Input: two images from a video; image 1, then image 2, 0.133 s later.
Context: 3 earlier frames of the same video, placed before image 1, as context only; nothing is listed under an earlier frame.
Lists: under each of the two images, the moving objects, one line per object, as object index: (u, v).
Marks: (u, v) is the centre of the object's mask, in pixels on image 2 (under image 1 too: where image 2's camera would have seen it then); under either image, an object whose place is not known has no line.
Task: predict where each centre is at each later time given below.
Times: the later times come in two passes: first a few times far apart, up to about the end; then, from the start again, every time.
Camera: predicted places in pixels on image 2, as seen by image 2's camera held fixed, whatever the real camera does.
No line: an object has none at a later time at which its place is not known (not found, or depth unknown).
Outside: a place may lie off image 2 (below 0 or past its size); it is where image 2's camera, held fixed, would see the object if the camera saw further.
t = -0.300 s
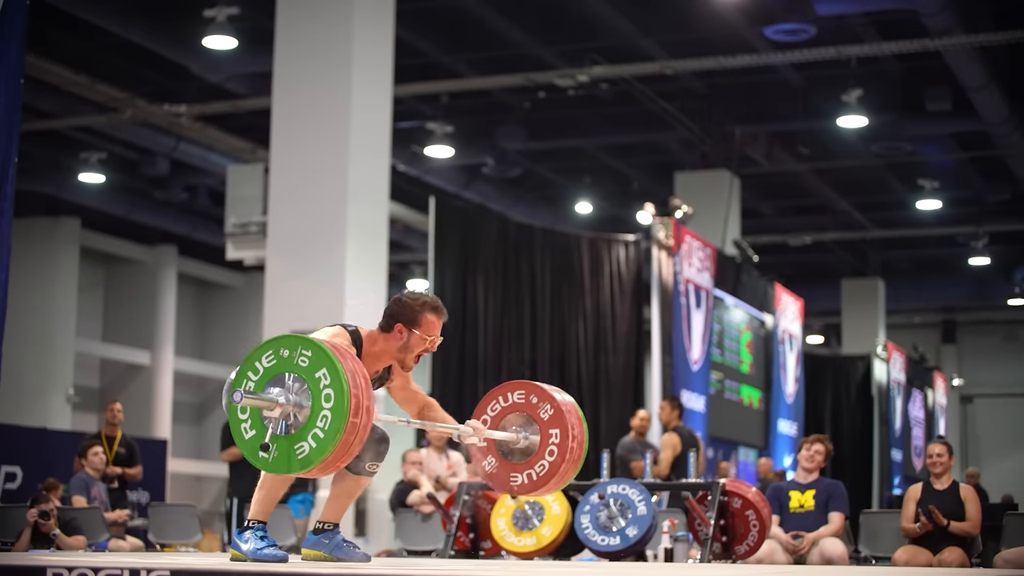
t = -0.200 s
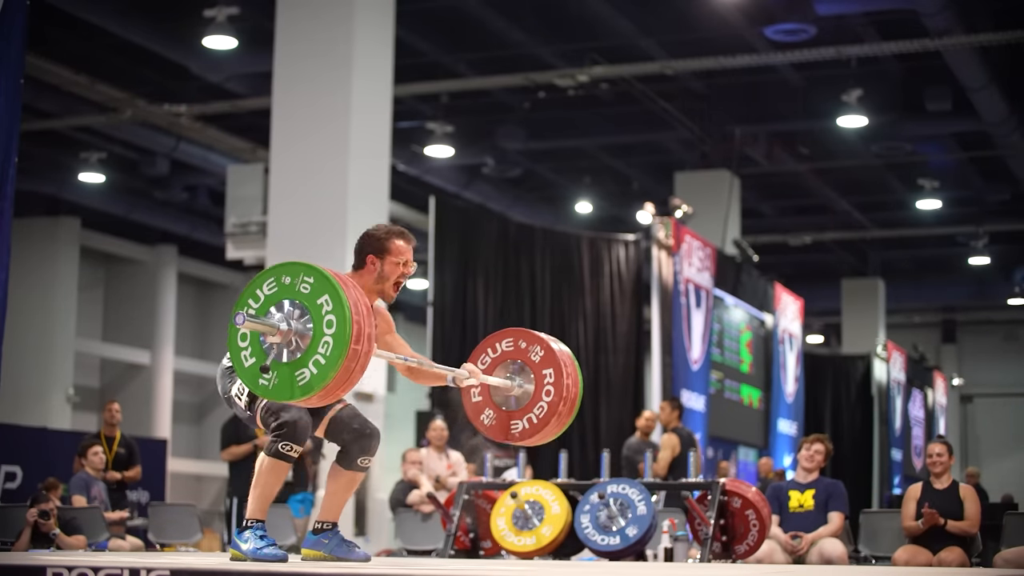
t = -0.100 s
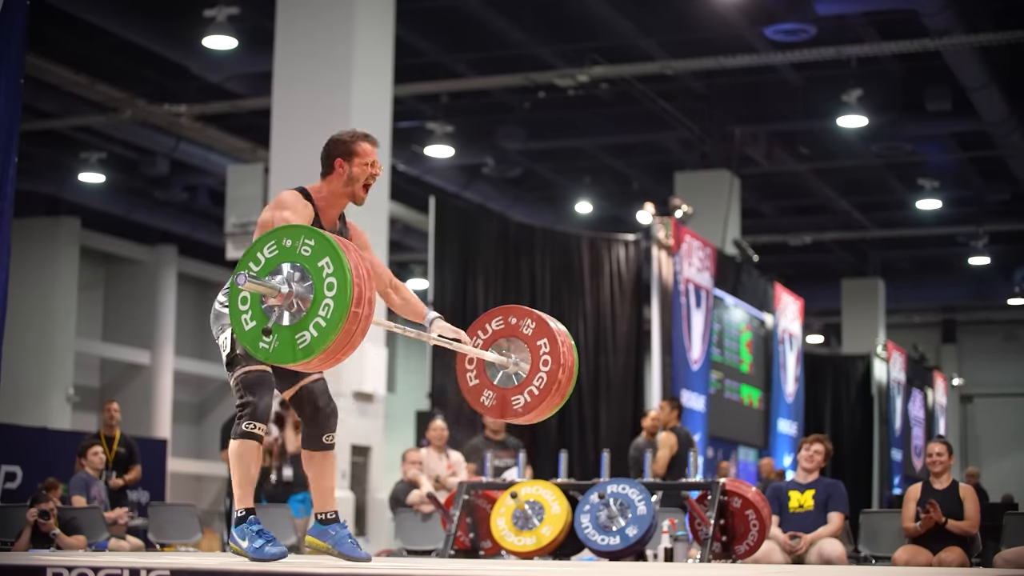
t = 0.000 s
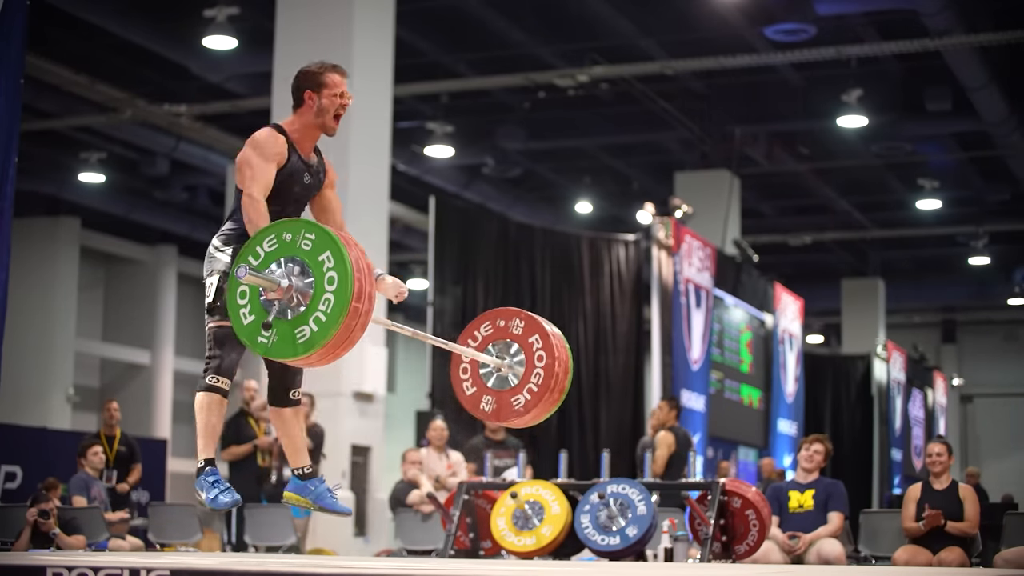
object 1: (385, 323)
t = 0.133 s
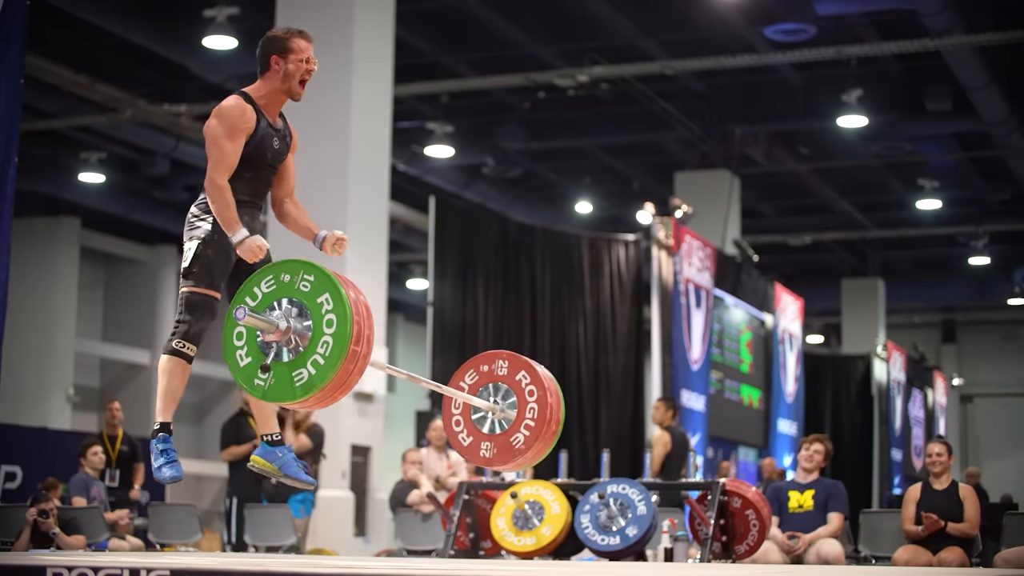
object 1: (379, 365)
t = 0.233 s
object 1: (373, 432)
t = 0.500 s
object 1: (371, 429)
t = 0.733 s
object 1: (371, 469)
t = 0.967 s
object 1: (377, 472)
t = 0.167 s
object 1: (378, 384)
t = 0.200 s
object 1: (375, 406)
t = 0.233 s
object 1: (373, 432)
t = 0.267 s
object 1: (371, 462)
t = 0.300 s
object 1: (368, 486)
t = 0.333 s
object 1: (369, 497)
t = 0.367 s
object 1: (368, 478)
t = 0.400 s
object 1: (369, 462)
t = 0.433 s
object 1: (369, 447)
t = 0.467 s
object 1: (370, 437)
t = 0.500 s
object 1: (371, 429)
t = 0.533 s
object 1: (371, 425)
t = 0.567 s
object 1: (371, 424)
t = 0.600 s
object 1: (371, 426)
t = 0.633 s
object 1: (371, 432)
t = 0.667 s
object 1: (371, 440)
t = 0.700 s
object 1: (371, 453)
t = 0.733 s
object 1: (371, 469)
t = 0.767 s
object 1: (370, 481)
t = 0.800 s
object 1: (370, 490)
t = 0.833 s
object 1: (372, 492)
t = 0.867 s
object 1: (373, 483)
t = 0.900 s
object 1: (374, 476)
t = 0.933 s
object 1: (376, 473)
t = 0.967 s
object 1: (377, 472)
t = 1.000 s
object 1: (377, 476)
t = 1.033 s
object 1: (378, 482)
